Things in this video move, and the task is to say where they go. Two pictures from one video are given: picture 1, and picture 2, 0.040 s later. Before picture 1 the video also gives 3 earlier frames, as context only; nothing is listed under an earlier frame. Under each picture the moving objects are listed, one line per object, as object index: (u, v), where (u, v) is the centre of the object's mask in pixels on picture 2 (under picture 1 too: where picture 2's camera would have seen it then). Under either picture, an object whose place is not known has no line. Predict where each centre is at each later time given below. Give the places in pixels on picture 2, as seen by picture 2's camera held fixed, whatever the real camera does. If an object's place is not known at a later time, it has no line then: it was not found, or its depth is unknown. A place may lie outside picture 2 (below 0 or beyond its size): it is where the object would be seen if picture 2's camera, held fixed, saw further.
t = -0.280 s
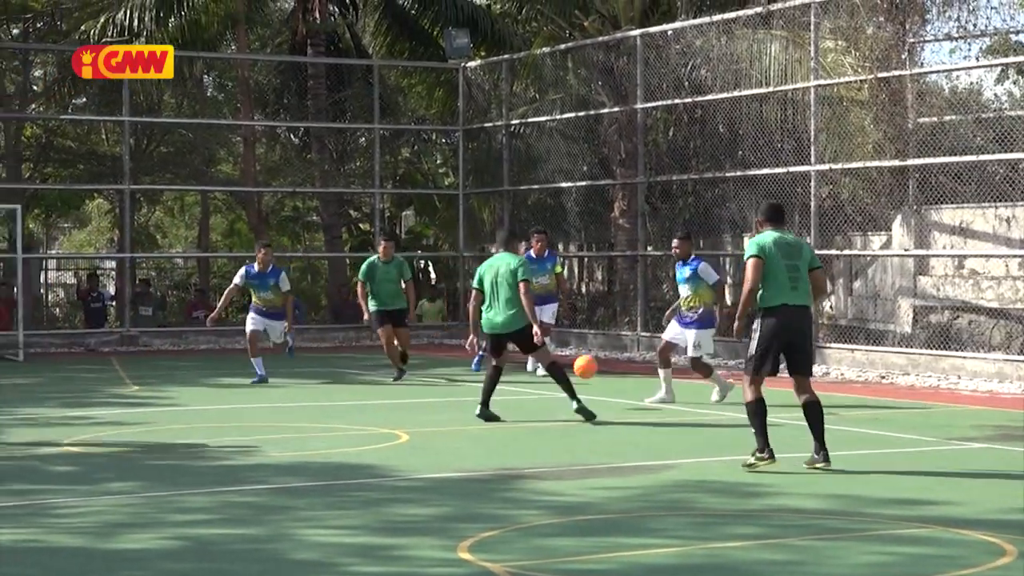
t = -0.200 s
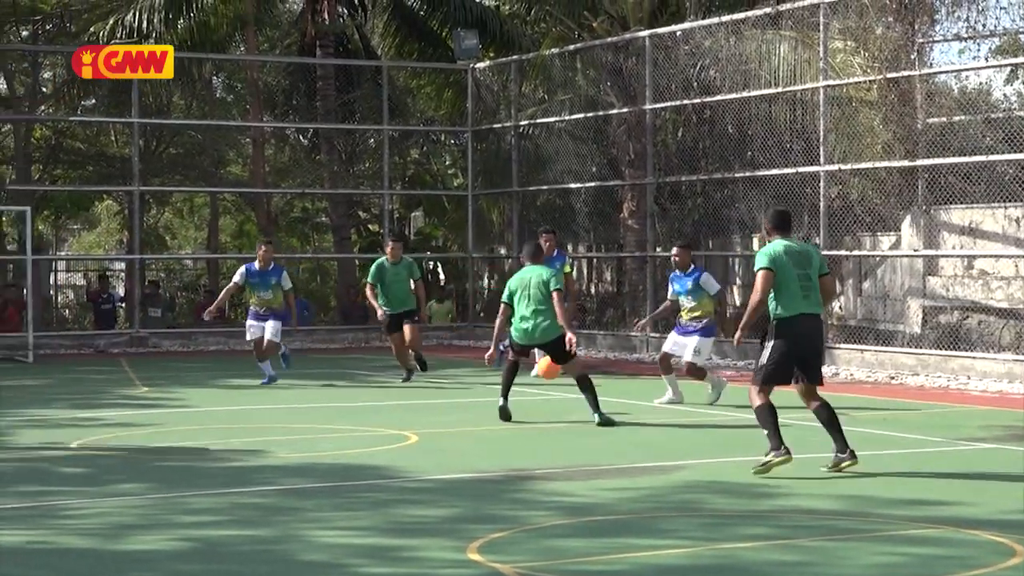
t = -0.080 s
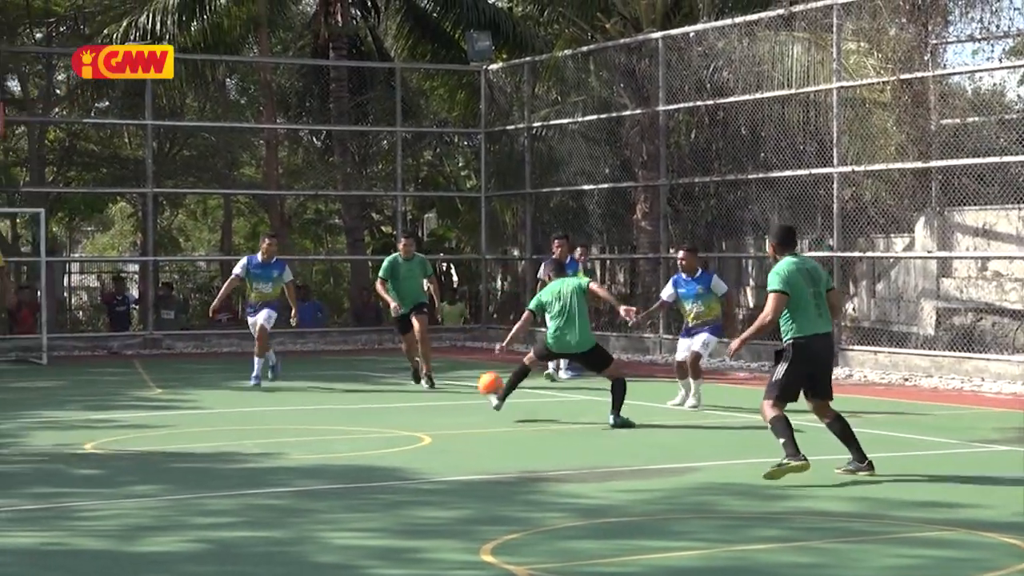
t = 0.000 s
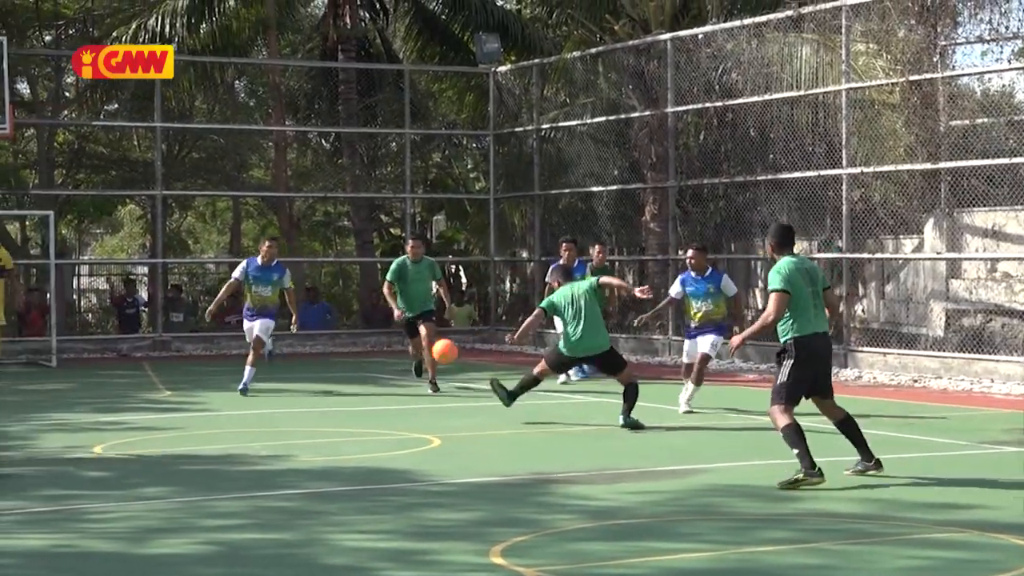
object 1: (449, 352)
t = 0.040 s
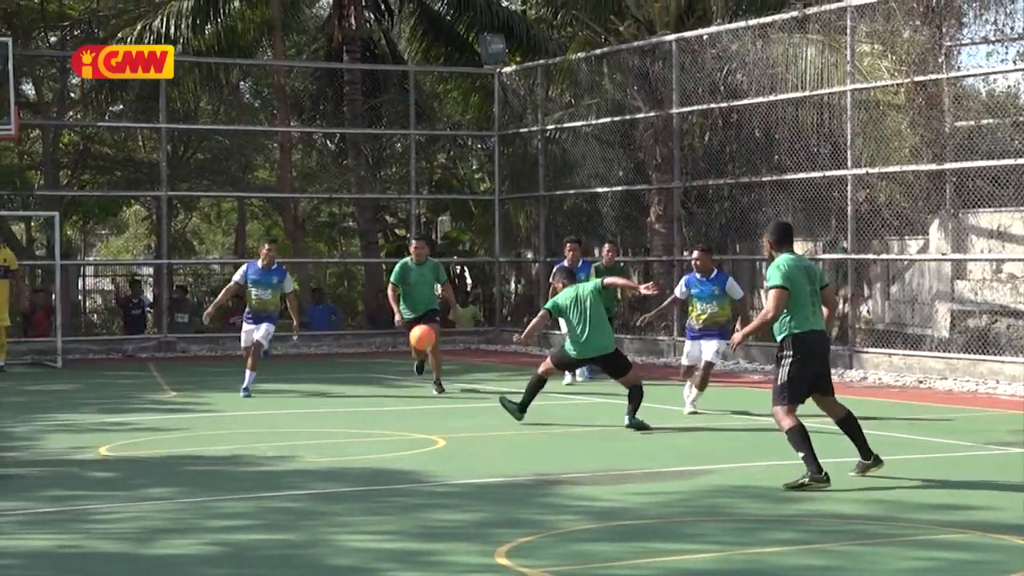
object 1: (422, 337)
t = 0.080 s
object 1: (395, 323)
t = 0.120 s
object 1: (370, 312)
